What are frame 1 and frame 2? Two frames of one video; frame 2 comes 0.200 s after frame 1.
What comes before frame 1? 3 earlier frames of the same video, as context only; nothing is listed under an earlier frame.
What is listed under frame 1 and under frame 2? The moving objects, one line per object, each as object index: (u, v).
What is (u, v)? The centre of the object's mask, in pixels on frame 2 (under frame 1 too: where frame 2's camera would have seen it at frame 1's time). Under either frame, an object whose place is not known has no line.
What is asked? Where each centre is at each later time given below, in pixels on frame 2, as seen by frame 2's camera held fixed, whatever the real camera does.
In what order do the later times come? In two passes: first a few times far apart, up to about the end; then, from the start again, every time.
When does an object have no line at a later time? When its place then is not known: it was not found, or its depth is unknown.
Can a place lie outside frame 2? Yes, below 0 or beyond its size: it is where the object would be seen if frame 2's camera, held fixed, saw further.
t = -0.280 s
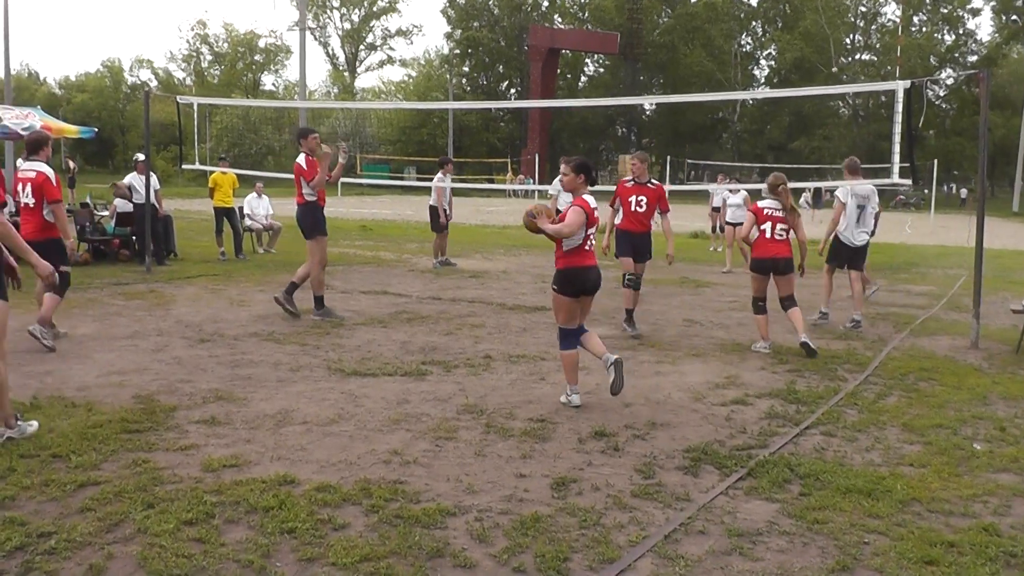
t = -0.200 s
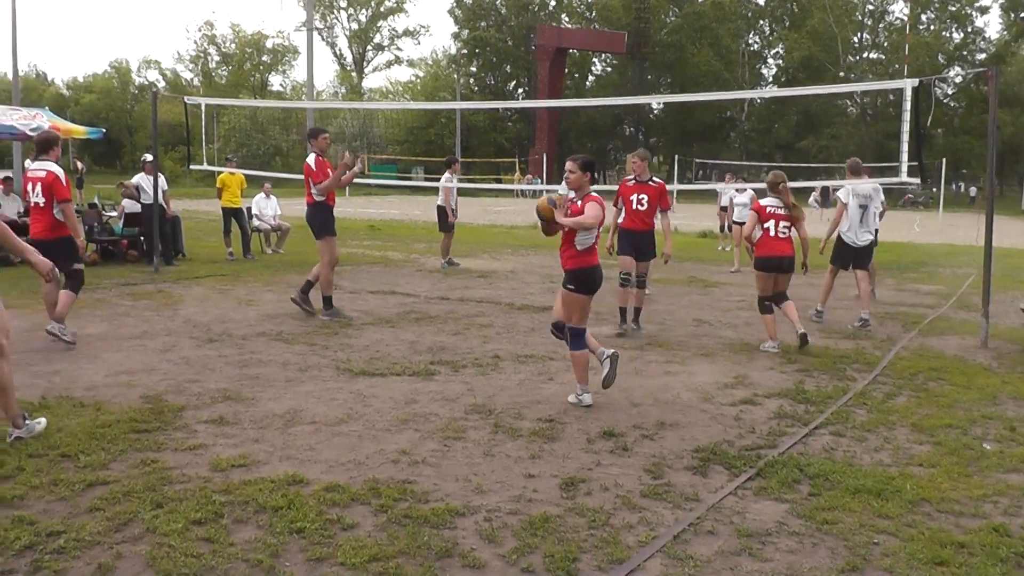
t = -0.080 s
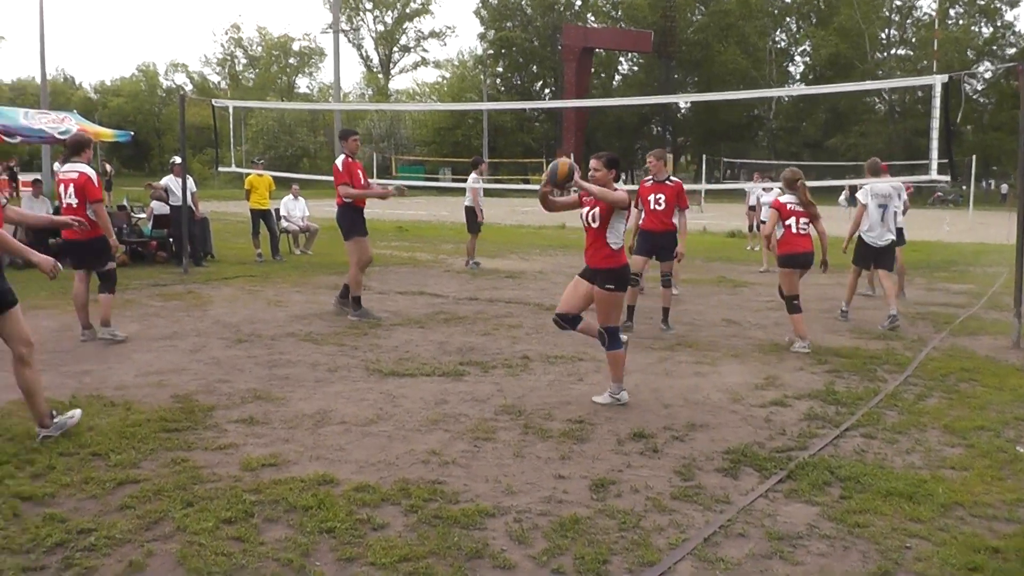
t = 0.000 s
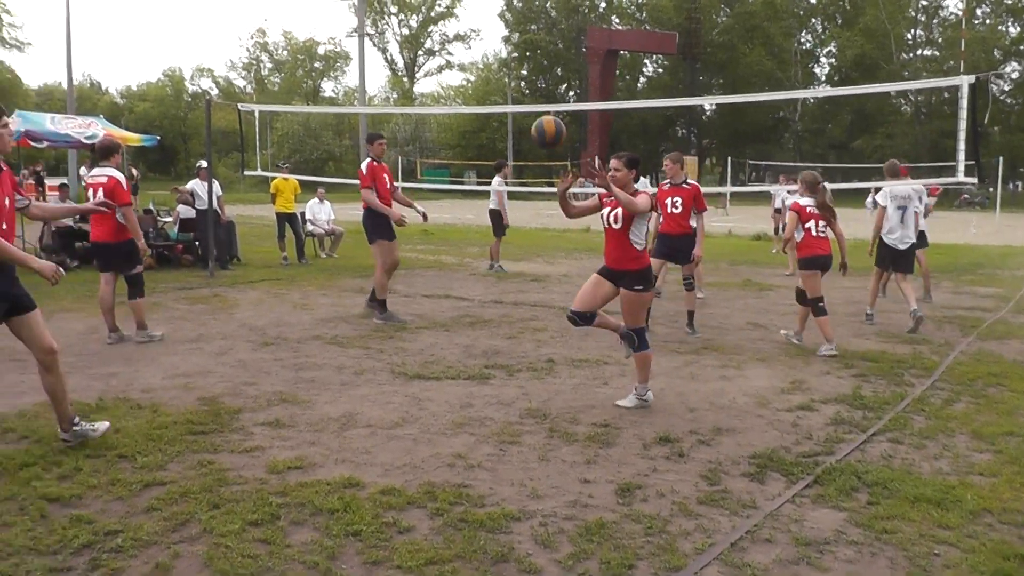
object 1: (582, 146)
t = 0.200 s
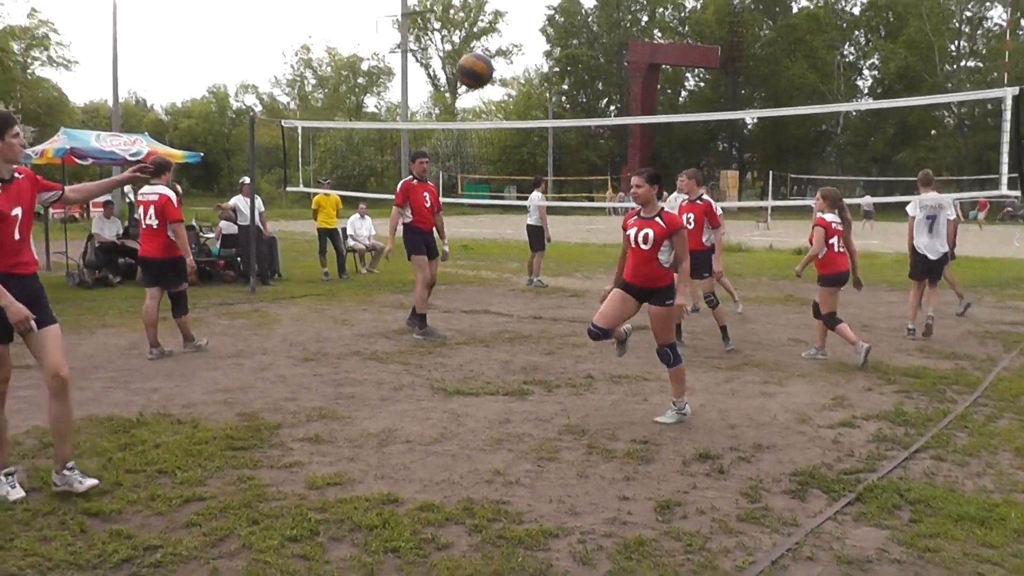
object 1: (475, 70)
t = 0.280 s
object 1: (424, 57)
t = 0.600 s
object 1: (193, 121)
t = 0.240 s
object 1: (450, 62)
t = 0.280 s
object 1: (424, 57)
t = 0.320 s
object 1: (398, 53)
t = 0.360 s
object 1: (371, 53)
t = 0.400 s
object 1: (343, 56)
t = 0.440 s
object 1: (314, 62)
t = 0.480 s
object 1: (285, 72)
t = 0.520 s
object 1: (255, 85)
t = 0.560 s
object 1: (224, 101)
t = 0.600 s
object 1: (193, 121)
